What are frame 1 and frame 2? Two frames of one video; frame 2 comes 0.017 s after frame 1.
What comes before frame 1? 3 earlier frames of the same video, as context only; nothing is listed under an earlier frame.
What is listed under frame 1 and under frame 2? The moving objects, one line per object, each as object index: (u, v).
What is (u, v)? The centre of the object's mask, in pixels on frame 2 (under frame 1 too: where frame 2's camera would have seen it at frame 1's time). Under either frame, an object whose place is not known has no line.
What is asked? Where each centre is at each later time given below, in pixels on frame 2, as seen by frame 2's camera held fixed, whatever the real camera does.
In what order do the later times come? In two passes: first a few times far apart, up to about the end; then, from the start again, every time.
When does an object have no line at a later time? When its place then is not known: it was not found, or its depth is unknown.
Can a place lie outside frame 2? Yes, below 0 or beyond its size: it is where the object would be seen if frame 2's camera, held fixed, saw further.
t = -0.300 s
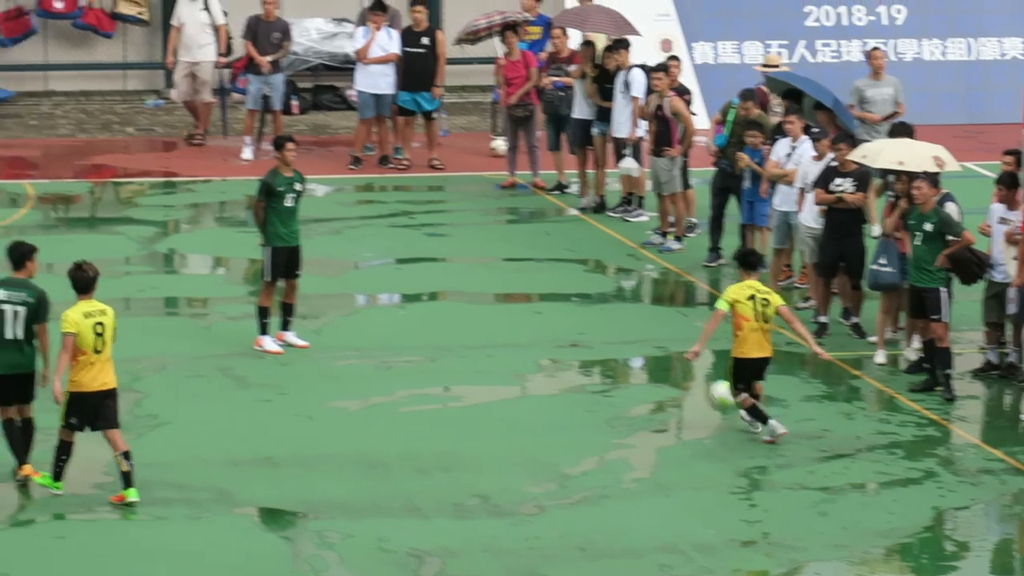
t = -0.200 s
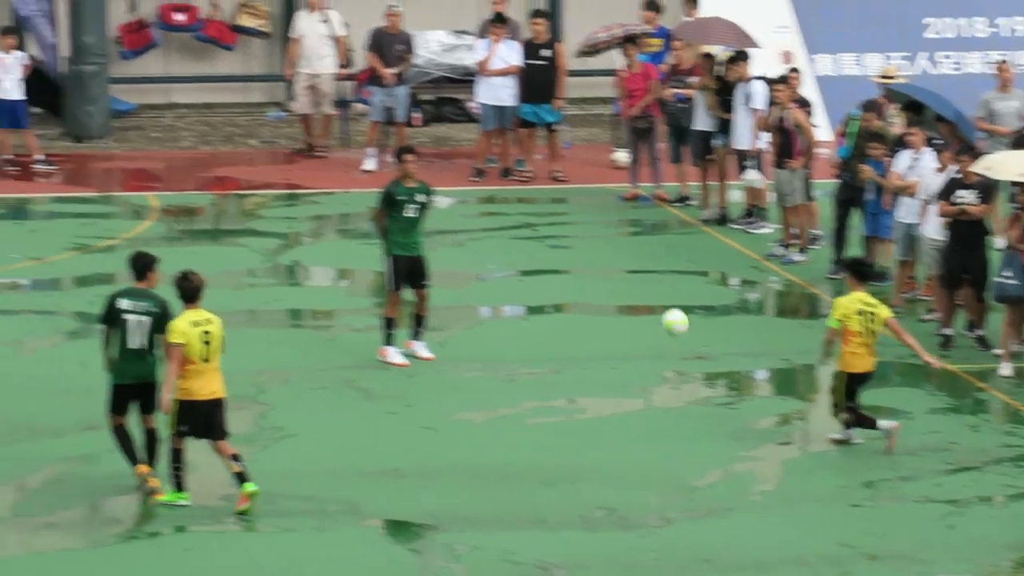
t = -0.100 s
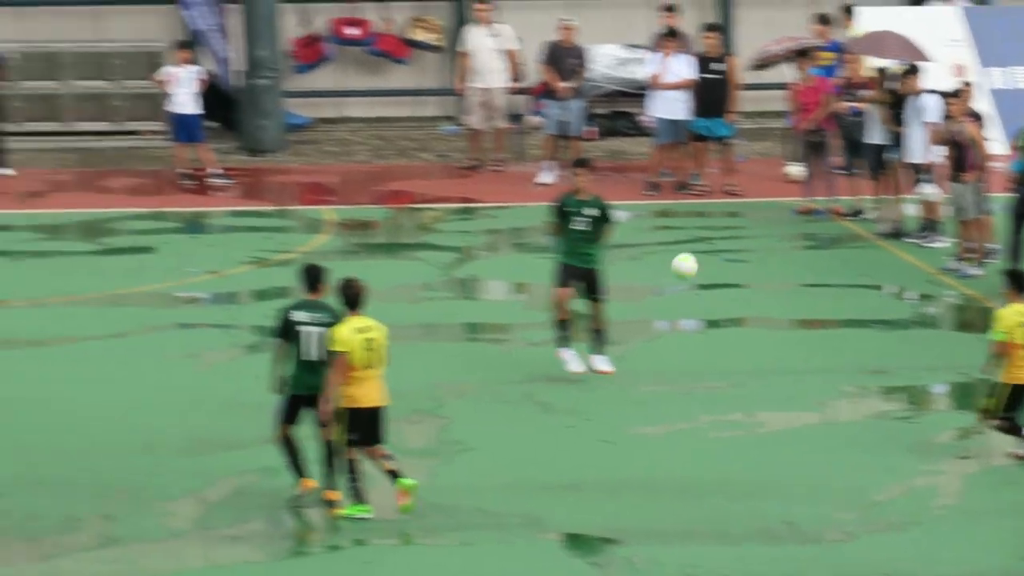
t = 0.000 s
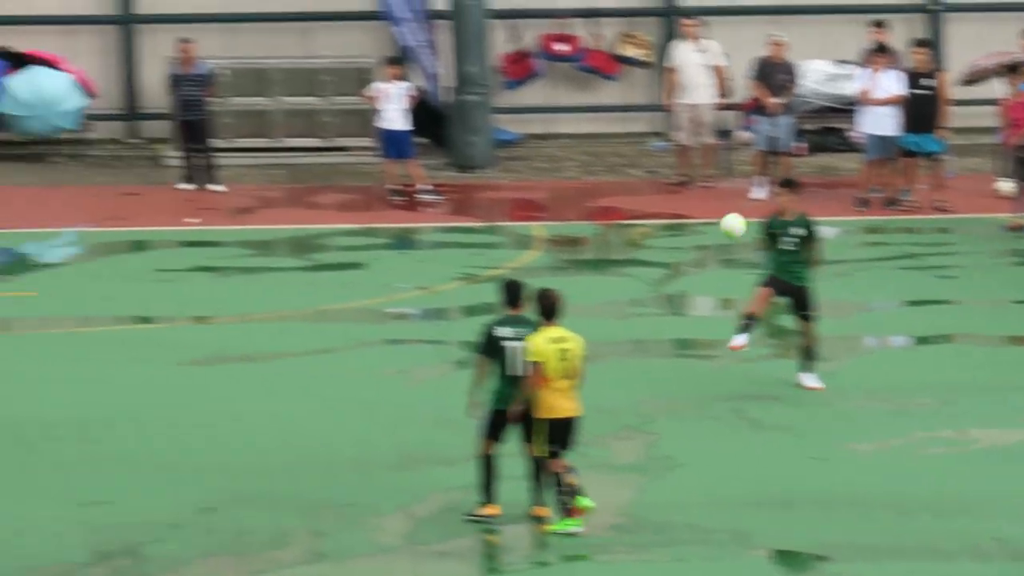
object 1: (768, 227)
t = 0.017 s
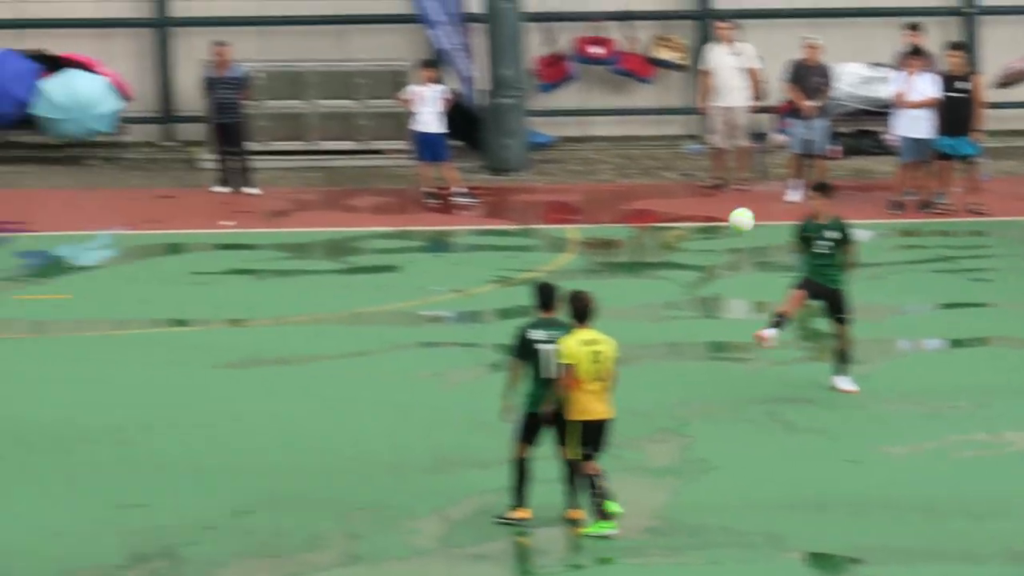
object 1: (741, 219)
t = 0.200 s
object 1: (470, 155)
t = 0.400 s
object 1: (188, 118)
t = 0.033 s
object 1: (716, 213)
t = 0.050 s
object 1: (691, 206)
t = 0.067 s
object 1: (665, 199)
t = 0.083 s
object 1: (640, 193)
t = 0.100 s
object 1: (615, 187)
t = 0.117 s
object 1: (591, 181)
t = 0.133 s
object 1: (566, 174)
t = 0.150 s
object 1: (542, 169)
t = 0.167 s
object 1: (518, 164)
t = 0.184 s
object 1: (494, 160)
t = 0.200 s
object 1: (470, 155)
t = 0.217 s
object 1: (447, 150)
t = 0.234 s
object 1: (423, 146)
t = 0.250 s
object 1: (399, 141)
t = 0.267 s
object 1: (376, 138)
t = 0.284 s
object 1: (352, 134)
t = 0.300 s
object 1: (329, 131)
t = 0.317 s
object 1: (305, 127)
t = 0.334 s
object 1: (282, 125)
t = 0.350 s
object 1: (259, 123)
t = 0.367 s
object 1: (235, 122)
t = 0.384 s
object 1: (211, 120)
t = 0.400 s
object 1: (188, 118)
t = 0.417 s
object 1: (164, 117)
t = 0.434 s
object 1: (141, 116)
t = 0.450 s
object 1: (118, 115)
